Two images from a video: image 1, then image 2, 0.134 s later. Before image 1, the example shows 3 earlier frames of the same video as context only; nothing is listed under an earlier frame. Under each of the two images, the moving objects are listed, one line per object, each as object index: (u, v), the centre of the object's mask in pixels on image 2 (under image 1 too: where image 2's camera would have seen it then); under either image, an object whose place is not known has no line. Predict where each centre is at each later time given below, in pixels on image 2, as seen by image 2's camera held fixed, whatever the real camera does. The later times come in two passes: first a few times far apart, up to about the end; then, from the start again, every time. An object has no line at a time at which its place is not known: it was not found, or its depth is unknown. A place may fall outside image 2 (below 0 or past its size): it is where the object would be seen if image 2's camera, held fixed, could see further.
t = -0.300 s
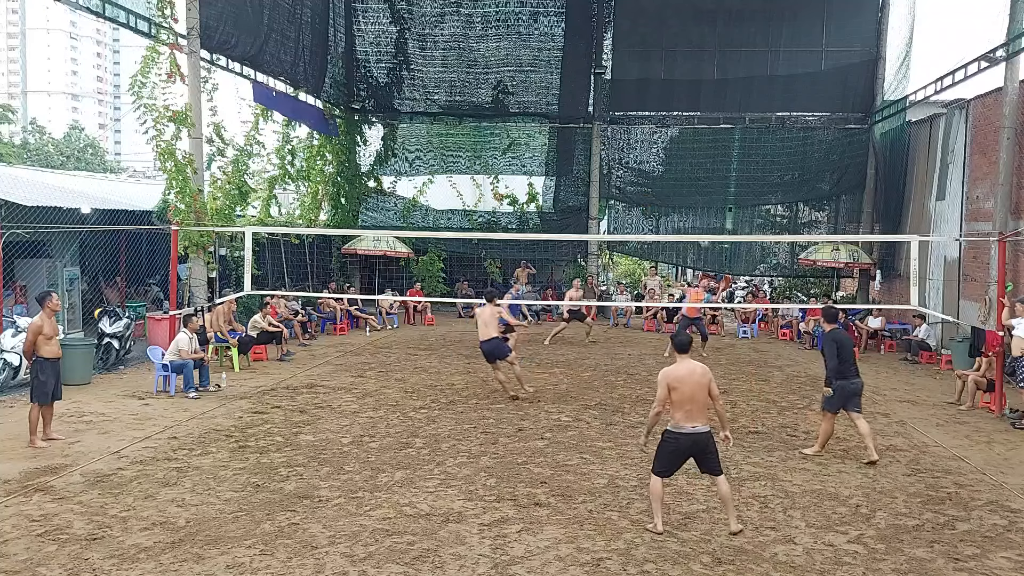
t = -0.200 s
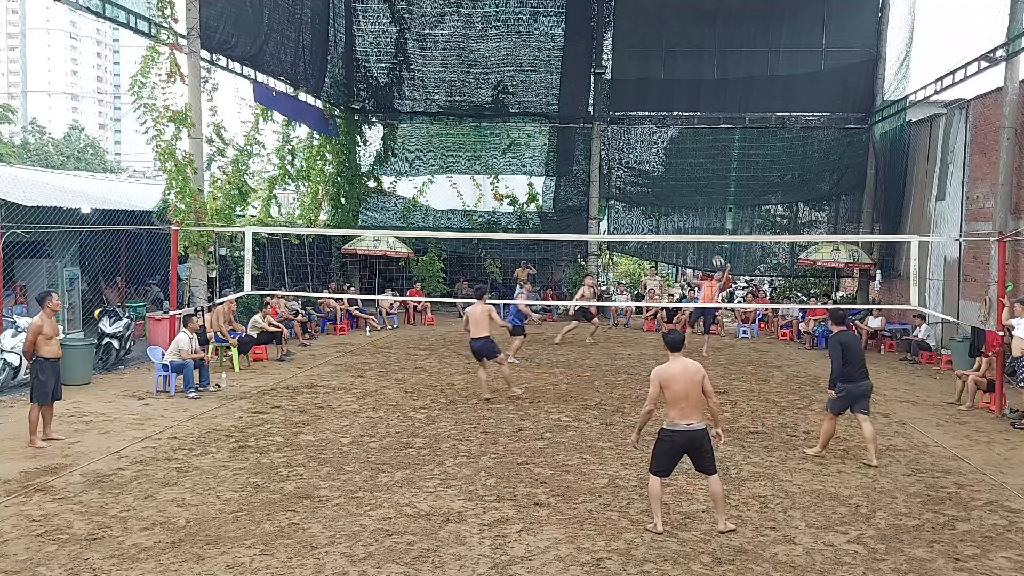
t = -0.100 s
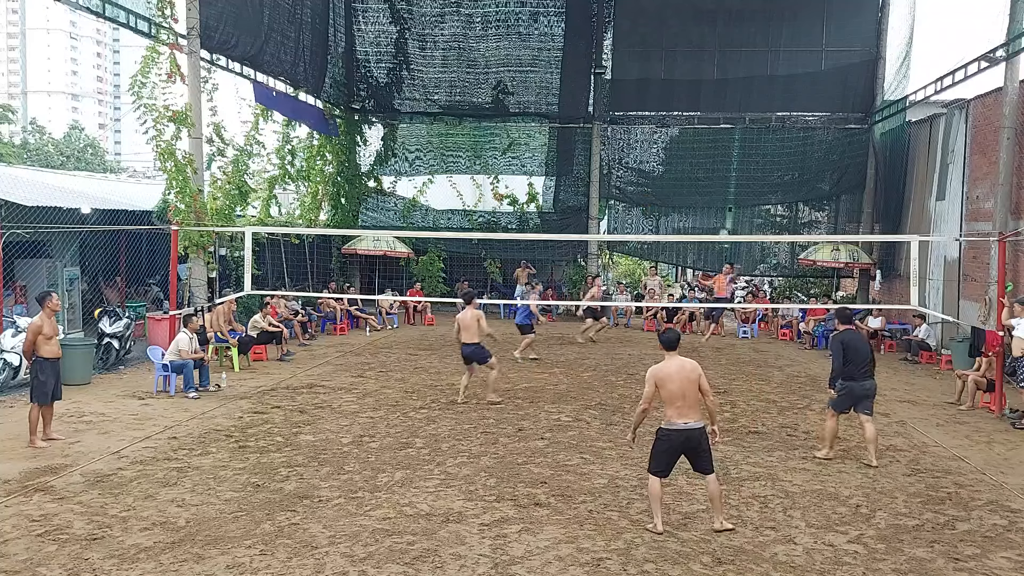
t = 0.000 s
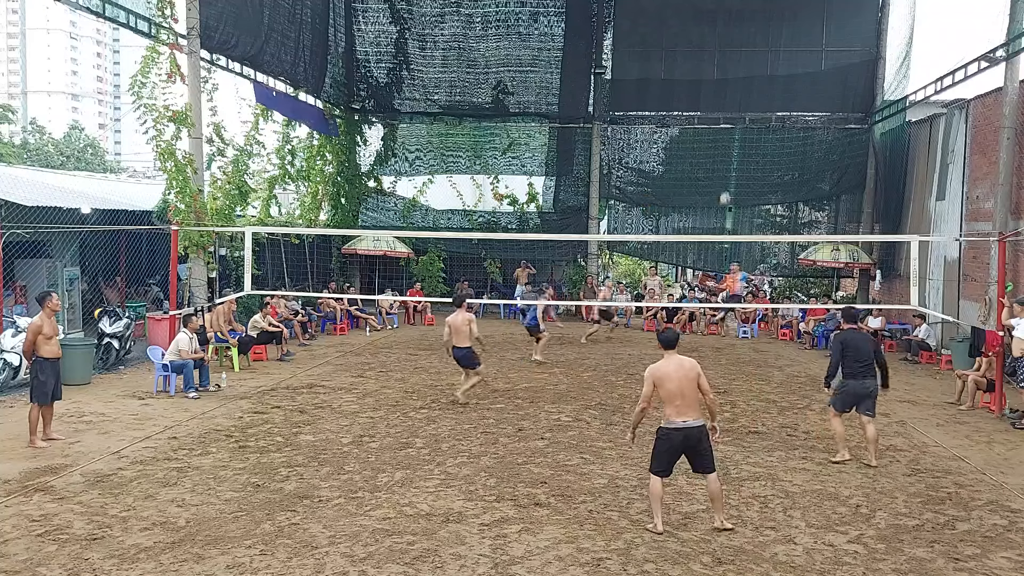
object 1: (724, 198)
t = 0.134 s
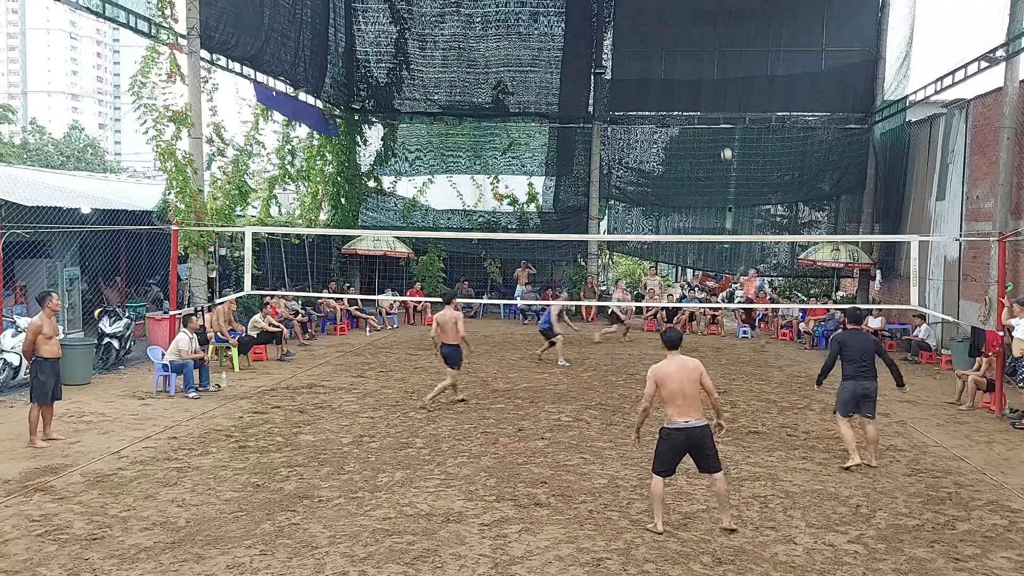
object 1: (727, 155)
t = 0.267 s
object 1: (727, 119)
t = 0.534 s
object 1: (727, 75)
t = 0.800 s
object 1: (725, 66)
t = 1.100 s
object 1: (721, 101)
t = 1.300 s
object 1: (717, 153)
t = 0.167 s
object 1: (727, 145)
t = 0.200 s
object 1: (727, 137)
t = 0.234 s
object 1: (727, 128)
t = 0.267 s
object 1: (727, 119)
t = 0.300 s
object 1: (727, 112)
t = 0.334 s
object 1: (727, 105)
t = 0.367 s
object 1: (727, 98)
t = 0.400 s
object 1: (727, 92)
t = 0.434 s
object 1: (727, 87)
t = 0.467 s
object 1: (727, 83)
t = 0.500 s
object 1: (727, 79)
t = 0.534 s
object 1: (727, 75)
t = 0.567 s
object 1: (727, 72)
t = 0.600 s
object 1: (727, 69)
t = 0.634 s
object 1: (727, 67)
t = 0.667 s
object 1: (726, 66)
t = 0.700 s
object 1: (726, 65)
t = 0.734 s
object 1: (726, 65)
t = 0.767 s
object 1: (726, 65)
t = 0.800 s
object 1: (725, 66)
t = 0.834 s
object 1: (725, 68)
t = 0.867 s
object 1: (724, 70)
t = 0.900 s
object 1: (724, 72)
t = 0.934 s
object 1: (723, 76)
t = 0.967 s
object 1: (723, 79)
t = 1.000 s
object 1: (723, 84)
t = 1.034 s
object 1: (722, 90)
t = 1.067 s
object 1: (721, 96)
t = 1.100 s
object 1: (721, 101)
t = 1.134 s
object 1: (720, 109)
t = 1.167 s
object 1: (719, 116)
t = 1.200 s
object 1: (719, 124)
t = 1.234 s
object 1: (718, 133)
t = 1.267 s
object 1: (718, 142)
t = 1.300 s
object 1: (717, 153)
